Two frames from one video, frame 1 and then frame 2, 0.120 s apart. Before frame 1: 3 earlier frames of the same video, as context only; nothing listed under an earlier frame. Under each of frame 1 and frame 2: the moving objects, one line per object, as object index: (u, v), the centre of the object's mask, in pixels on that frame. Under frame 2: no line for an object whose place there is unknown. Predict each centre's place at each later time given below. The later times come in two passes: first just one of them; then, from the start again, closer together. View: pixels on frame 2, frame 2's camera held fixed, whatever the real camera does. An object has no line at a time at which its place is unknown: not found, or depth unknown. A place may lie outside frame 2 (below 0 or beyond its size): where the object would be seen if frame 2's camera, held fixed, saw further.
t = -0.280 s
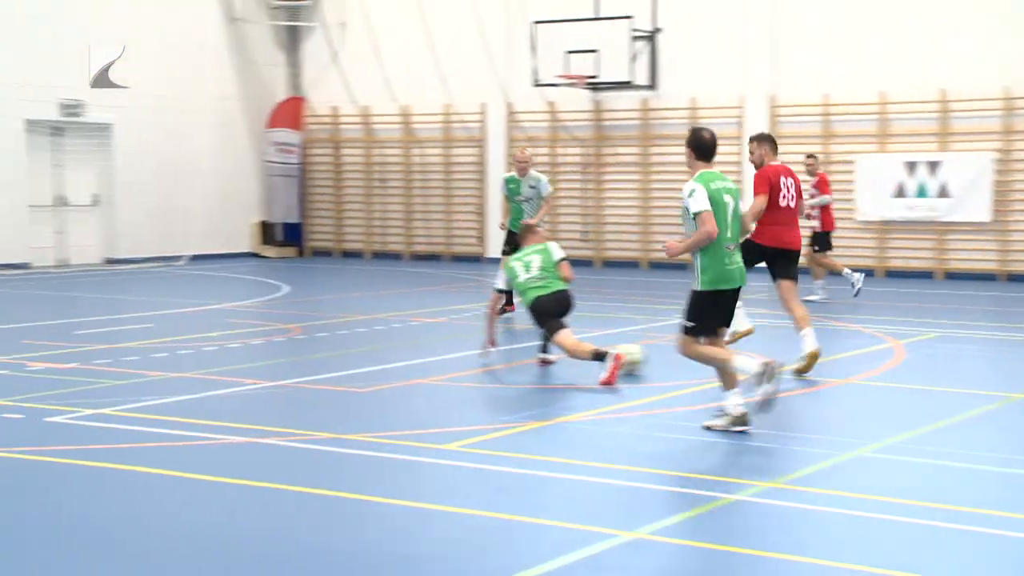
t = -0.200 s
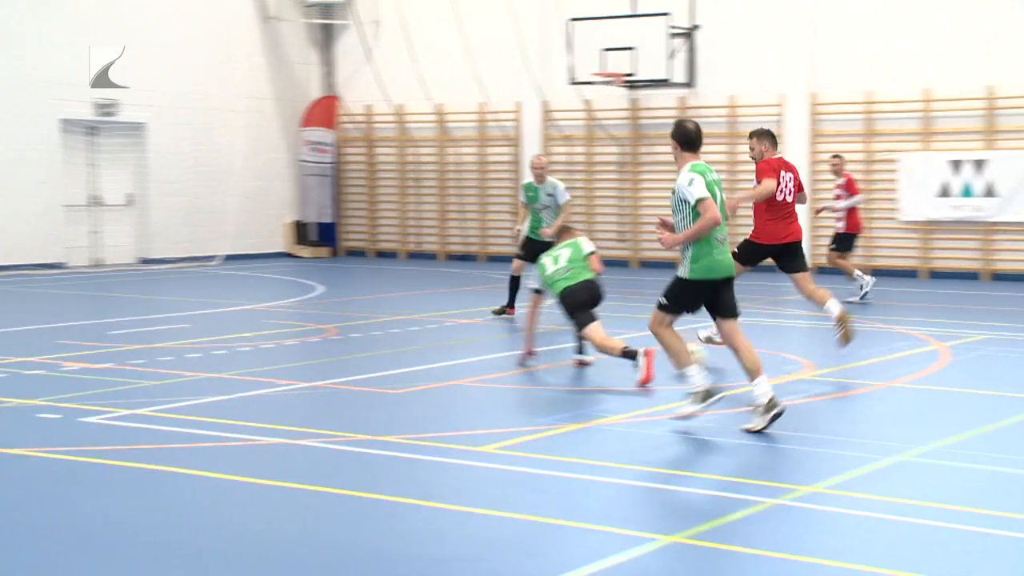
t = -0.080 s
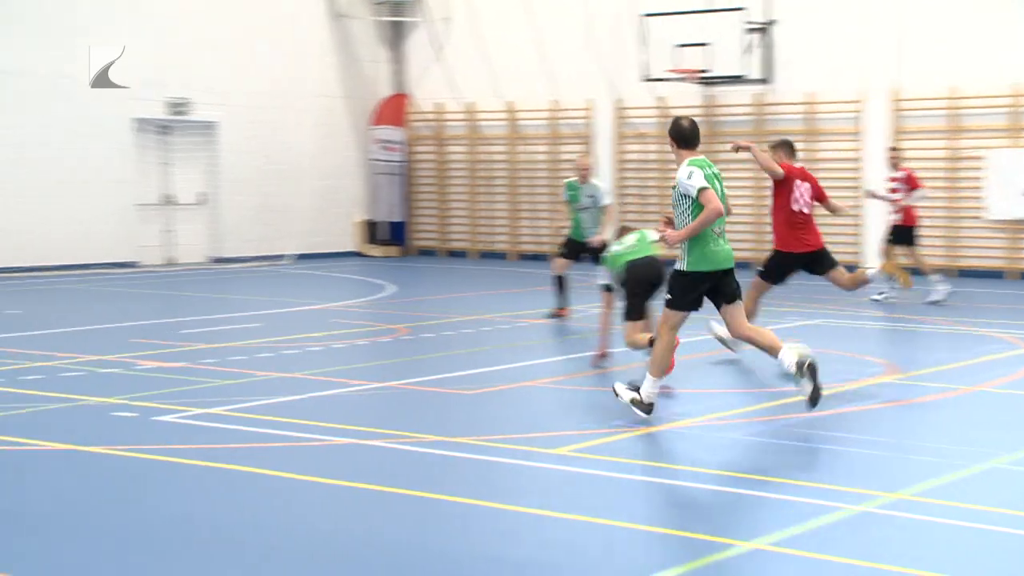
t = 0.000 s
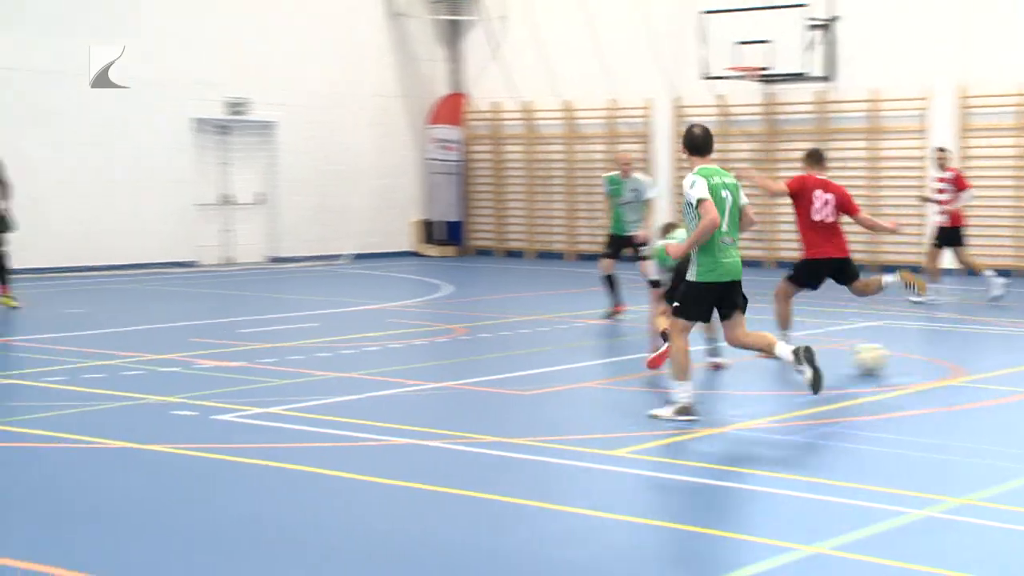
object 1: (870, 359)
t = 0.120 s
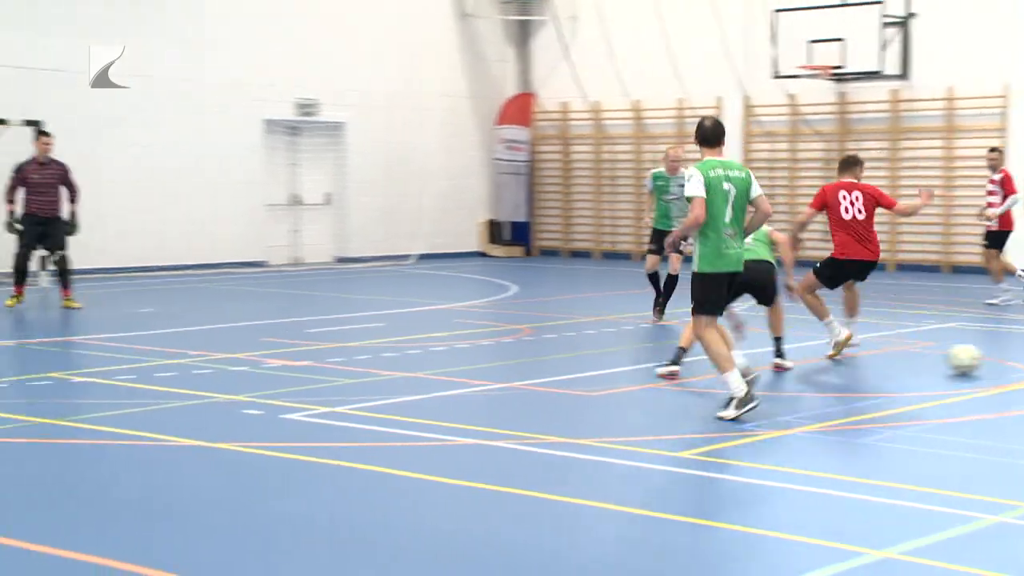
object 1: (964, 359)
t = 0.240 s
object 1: (984, 355)
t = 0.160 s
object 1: (971, 358)
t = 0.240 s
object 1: (984, 355)
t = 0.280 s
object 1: (987, 355)
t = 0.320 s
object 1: (991, 354)
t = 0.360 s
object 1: (996, 353)
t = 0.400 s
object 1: (1001, 353)
